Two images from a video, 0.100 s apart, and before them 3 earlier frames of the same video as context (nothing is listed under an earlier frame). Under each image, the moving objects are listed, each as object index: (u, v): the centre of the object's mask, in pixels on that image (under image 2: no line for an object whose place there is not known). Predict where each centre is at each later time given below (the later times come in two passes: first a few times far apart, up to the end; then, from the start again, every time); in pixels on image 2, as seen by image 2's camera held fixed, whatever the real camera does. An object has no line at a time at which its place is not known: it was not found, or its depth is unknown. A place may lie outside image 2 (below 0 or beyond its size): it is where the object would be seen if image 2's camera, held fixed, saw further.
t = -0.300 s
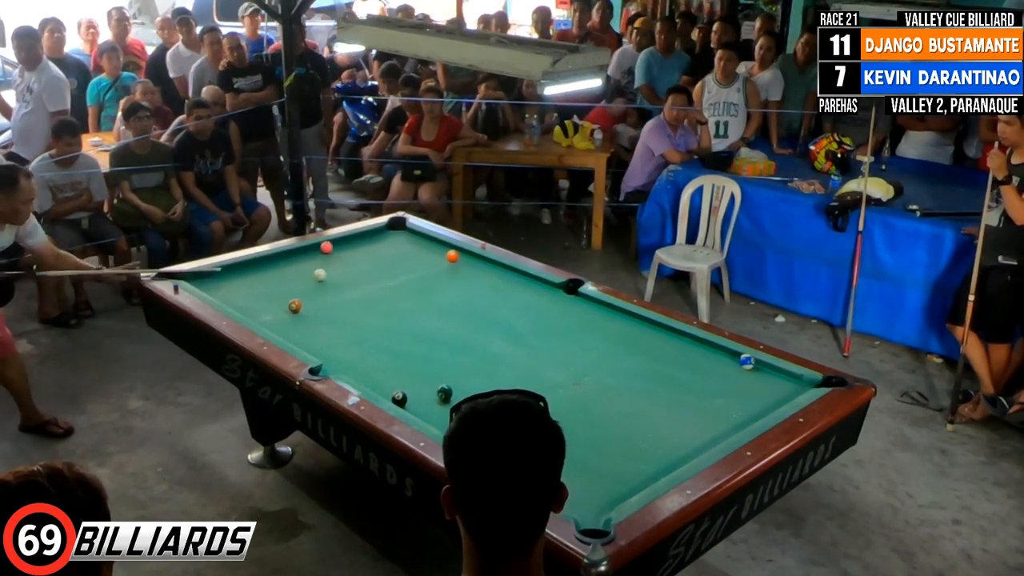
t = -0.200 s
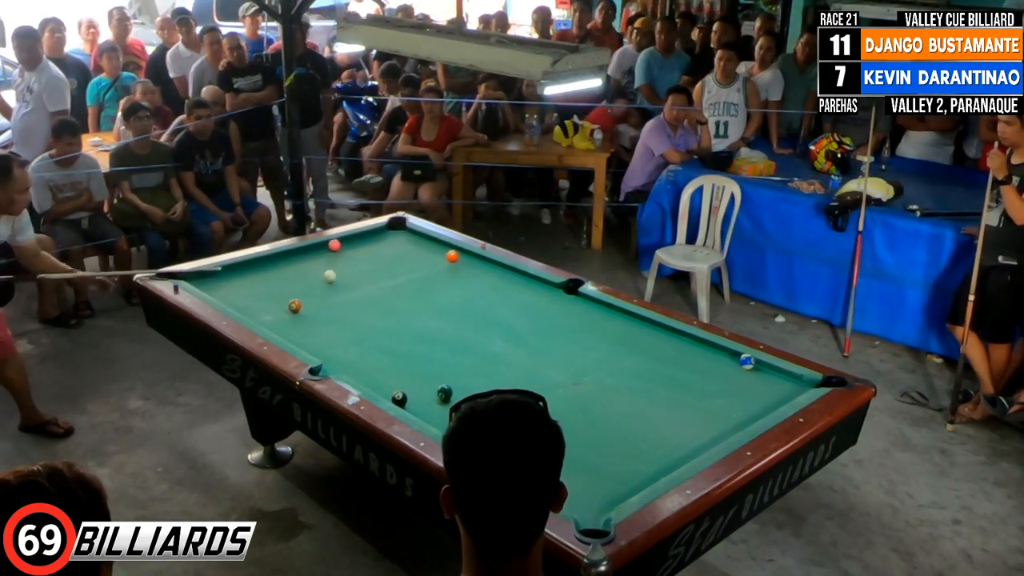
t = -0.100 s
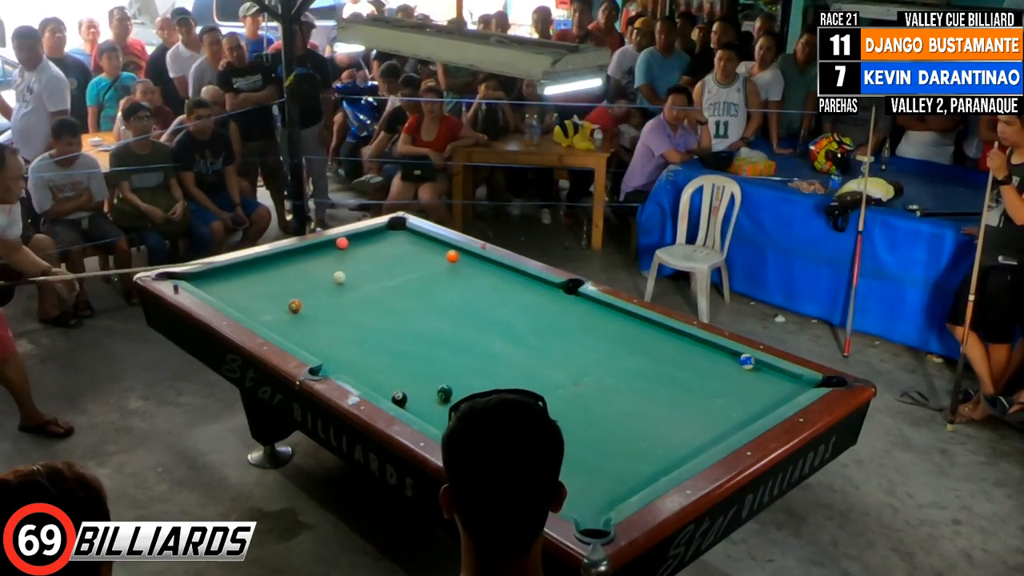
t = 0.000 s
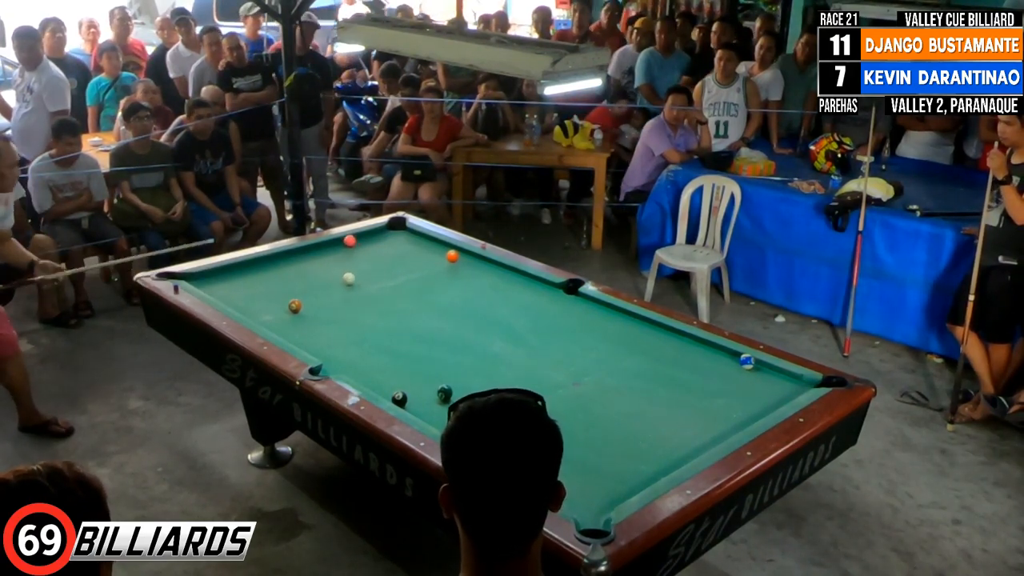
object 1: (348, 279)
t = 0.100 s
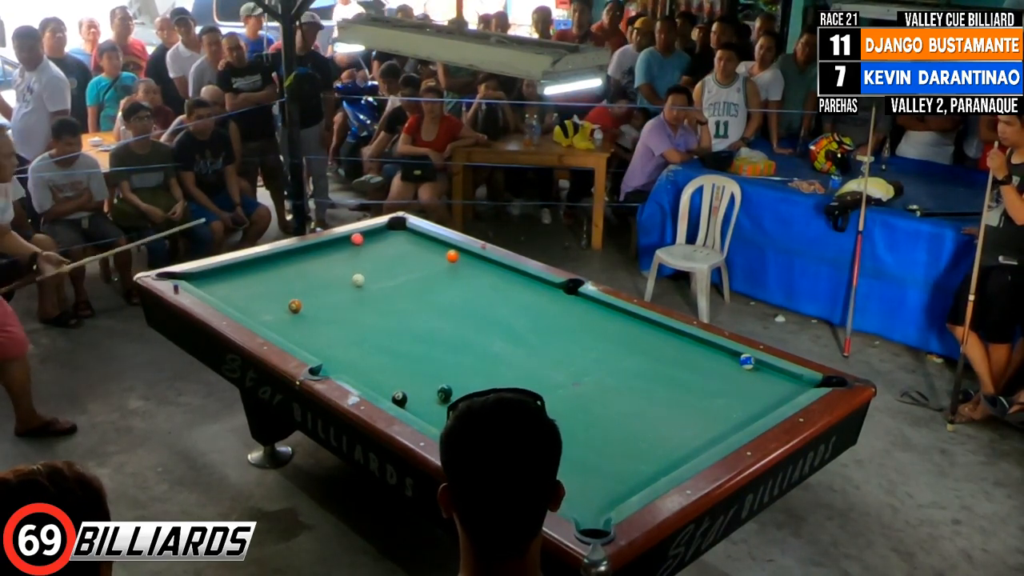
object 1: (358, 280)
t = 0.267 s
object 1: (373, 282)
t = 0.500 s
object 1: (394, 285)
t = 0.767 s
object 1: (418, 288)
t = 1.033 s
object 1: (440, 291)
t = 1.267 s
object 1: (459, 294)
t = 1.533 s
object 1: (480, 297)
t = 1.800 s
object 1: (499, 299)
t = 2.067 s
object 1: (518, 302)
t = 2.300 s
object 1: (533, 304)
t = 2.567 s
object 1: (550, 306)
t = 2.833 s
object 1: (566, 308)
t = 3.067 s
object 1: (578, 310)
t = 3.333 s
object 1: (592, 312)
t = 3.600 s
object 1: (604, 314)
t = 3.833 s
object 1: (613, 315)
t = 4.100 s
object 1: (622, 316)
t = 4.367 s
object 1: (631, 318)
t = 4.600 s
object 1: (636, 319)
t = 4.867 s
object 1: (642, 320)
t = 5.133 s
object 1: (643, 321)
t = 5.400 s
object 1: (643, 321)
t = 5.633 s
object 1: (643, 321)
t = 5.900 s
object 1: (643, 321)
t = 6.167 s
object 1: (643, 321)
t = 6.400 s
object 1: (643, 321)
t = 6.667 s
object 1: (643, 321)
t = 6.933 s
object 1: (643, 321)
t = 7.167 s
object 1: (643, 321)
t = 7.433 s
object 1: (643, 321)
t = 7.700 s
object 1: (643, 321)
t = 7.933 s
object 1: (643, 321)
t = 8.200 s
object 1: (643, 321)
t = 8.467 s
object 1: (643, 321)
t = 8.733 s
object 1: (643, 321)
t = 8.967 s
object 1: (643, 321)
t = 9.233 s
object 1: (643, 321)
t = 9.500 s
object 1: (643, 321)
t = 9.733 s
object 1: (643, 321)
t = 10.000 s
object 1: (643, 321)
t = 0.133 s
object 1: (361, 281)
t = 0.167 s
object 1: (364, 281)
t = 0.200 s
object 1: (367, 281)
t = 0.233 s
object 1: (370, 282)
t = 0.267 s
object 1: (373, 282)
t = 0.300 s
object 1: (376, 283)
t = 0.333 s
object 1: (379, 283)
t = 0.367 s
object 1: (382, 283)
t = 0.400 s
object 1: (385, 284)
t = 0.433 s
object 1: (388, 284)
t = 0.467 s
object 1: (391, 284)
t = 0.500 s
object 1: (394, 285)
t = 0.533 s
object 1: (397, 285)
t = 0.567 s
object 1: (400, 286)
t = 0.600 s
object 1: (403, 286)
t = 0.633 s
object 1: (406, 287)
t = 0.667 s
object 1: (409, 287)
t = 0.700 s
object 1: (412, 288)
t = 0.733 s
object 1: (415, 288)
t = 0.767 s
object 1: (418, 288)
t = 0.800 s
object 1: (421, 289)
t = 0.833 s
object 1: (423, 289)
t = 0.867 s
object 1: (426, 289)
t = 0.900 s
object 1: (429, 290)
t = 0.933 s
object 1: (432, 290)
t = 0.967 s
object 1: (434, 290)
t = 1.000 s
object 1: (437, 291)
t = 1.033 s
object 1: (440, 291)
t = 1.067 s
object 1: (443, 292)
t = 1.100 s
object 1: (445, 292)
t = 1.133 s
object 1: (448, 292)
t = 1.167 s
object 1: (451, 293)
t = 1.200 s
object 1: (454, 293)
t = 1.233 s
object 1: (456, 293)
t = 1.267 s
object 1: (459, 294)
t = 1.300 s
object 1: (462, 294)
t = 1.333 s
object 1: (464, 295)
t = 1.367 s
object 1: (467, 295)
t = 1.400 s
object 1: (469, 295)
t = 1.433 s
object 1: (472, 296)
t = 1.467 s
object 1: (475, 296)
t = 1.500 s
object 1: (477, 296)
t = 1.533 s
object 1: (480, 297)
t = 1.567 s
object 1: (482, 297)
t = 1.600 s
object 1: (485, 298)
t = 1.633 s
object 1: (487, 298)
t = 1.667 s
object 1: (490, 298)
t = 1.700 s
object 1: (492, 298)
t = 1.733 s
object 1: (495, 299)
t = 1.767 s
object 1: (497, 299)
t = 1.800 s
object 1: (499, 299)
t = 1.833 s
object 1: (502, 300)
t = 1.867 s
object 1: (504, 300)
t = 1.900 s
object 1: (506, 300)
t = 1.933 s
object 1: (509, 300)
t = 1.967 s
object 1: (511, 301)
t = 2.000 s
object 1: (513, 301)
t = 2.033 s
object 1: (516, 302)
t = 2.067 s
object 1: (518, 302)
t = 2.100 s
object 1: (520, 302)
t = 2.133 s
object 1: (522, 302)
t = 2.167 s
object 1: (525, 303)
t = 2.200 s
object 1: (527, 303)
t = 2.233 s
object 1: (529, 303)
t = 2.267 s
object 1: (531, 303)
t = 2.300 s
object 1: (533, 304)
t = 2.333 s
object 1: (536, 304)
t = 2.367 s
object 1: (538, 304)
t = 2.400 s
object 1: (540, 305)
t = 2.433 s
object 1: (542, 305)
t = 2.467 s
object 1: (544, 305)
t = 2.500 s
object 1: (546, 306)
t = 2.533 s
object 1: (548, 306)
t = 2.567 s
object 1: (550, 306)
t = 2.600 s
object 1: (552, 306)
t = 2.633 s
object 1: (554, 307)
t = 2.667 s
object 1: (556, 307)
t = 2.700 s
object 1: (558, 307)
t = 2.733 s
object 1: (560, 308)
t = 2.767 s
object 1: (562, 308)
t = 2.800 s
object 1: (564, 308)
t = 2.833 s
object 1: (566, 308)
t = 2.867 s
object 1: (568, 309)
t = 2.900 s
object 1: (570, 309)
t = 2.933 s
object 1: (571, 309)
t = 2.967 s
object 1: (573, 309)
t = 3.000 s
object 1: (575, 309)
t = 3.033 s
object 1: (577, 310)
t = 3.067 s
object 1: (578, 310)
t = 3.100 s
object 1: (580, 310)
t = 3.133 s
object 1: (582, 311)
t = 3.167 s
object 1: (584, 311)
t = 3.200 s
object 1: (585, 311)
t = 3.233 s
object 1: (587, 311)
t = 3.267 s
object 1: (589, 312)
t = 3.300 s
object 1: (590, 312)
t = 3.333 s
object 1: (592, 312)
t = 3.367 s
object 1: (593, 312)
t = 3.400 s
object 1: (595, 313)
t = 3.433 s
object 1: (596, 313)
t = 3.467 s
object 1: (598, 313)
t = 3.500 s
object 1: (599, 313)
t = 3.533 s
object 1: (601, 313)
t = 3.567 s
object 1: (602, 314)
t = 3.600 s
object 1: (604, 314)
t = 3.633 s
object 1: (605, 314)
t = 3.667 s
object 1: (606, 314)
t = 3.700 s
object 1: (608, 315)
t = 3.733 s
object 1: (609, 315)
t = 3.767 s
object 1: (610, 315)
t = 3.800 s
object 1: (612, 315)
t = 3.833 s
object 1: (613, 315)
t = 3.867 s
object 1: (614, 315)
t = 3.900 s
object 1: (615, 316)
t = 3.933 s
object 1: (616, 316)
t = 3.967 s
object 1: (618, 316)
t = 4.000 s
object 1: (619, 316)
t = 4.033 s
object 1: (620, 316)
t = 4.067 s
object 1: (621, 316)
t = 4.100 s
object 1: (622, 316)
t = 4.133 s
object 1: (623, 317)
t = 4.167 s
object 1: (625, 317)
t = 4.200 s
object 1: (626, 317)
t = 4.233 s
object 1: (627, 317)
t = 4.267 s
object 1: (628, 317)
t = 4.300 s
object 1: (629, 317)
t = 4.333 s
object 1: (630, 318)
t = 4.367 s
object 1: (631, 318)
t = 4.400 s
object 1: (631, 318)
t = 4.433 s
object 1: (632, 318)
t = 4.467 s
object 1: (633, 318)
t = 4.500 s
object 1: (634, 318)
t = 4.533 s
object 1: (635, 318)
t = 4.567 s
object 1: (636, 319)
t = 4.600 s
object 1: (636, 319)
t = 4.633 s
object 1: (637, 319)
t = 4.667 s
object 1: (638, 319)
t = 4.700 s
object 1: (639, 319)
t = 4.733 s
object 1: (639, 319)
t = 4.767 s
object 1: (640, 319)
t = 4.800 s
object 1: (641, 319)
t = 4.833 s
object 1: (641, 320)
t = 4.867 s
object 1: (642, 320)
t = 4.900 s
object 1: (642, 320)
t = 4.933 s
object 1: (642, 320)
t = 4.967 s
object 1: (642, 320)
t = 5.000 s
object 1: (642, 320)
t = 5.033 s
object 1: (643, 321)
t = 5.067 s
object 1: (643, 321)
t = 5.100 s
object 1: (643, 321)
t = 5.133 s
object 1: (643, 321)
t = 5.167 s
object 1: (643, 321)
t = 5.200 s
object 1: (643, 321)
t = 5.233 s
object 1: (643, 321)
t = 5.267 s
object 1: (643, 321)
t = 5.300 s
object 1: (643, 321)
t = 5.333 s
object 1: (643, 321)
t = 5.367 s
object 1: (643, 321)
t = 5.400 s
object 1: (643, 321)
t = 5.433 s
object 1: (644, 321)
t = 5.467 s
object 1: (643, 321)
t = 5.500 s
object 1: (643, 321)
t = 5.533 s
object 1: (643, 321)
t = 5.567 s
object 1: (644, 321)
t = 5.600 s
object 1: (643, 321)
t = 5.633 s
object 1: (643, 321)
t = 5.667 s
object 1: (643, 321)
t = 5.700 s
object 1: (643, 321)
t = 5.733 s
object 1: (643, 321)
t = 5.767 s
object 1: (643, 321)
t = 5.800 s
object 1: (643, 321)
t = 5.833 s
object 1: (643, 321)
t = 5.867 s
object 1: (643, 321)
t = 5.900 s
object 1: (643, 321)
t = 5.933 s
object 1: (643, 321)
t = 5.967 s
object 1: (643, 321)
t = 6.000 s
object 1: (643, 321)
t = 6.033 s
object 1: (643, 321)
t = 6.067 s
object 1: (643, 321)
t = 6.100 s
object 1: (643, 321)
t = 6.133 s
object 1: (643, 321)
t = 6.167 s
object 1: (643, 321)
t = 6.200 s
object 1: (643, 321)
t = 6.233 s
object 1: (643, 321)
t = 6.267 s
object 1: (643, 321)
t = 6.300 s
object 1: (643, 321)
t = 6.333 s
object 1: (643, 321)
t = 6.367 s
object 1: (643, 321)
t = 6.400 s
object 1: (643, 321)
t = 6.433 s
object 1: (643, 321)
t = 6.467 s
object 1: (643, 321)
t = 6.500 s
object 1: (643, 321)
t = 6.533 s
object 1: (643, 321)
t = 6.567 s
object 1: (643, 321)
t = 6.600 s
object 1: (643, 321)
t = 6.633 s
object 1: (643, 321)
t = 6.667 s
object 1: (643, 321)
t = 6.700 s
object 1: (643, 321)
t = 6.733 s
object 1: (643, 321)
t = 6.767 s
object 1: (643, 321)
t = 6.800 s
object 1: (643, 321)
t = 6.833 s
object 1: (643, 321)
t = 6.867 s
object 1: (643, 321)
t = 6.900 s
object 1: (643, 321)
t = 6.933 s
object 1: (643, 321)
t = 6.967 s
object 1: (643, 321)
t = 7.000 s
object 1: (643, 321)
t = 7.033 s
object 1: (643, 321)
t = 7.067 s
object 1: (643, 321)
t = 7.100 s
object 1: (643, 321)
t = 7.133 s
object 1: (643, 321)
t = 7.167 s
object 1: (643, 321)
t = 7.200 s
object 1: (643, 321)
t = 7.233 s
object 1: (643, 321)
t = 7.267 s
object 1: (643, 321)
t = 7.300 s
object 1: (643, 321)
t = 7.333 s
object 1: (643, 321)
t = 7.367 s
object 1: (643, 321)
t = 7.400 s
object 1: (643, 321)
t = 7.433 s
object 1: (643, 321)
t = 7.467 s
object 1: (643, 321)
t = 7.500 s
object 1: (643, 321)
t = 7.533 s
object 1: (643, 321)
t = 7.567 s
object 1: (643, 321)
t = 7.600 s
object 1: (643, 321)
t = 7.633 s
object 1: (643, 321)
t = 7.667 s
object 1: (643, 321)
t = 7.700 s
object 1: (643, 321)
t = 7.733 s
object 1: (643, 321)
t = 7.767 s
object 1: (643, 321)
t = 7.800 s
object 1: (643, 321)
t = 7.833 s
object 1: (643, 321)
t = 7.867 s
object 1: (643, 321)
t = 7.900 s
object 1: (643, 321)
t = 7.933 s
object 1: (643, 321)
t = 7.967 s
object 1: (643, 321)
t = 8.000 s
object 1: (643, 321)
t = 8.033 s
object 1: (643, 321)
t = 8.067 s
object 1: (643, 321)
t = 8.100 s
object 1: (643, 321)
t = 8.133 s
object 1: (643, 321)
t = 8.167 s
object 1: (643, 321)
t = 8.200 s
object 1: (643, 321)
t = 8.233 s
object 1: (643, 321)
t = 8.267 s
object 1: (643, 321)
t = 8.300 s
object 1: (643, 321)
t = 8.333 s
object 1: (643, 321)
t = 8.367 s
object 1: (643, 321)
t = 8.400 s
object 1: (643, 321)
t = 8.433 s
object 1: (643, 321)
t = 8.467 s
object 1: (643, 321)
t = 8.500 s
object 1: (643, 321)
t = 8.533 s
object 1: (643, 321)
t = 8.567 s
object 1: (643, 321)
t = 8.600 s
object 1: (643, 321)
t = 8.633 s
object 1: (643, 321)
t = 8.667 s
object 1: (643, 321)
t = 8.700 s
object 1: (643, 321)
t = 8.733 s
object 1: (643, 321)
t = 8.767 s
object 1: (643, 321)
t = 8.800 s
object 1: (643, 321)
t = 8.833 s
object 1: (643, 321)
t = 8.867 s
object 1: (643, 321)
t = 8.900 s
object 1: (643, 321)
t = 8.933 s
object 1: (643, 321)
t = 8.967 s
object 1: (643, 321)
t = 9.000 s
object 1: (643, 321)
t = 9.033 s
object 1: (643, 321)
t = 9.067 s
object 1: (643, 321)
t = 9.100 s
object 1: (643, 321)
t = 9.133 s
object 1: (643, 321)
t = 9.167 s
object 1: (643, 321)
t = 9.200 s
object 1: (643, 321)
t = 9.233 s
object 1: (643, 321)
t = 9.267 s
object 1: (643, 321)
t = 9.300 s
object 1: (643, 321)
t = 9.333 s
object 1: (643, 321)
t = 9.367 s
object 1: (643, 321)
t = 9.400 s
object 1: (643, 321)
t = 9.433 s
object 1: (643, 321)
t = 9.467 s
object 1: (643, 321)
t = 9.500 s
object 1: (643, 321)
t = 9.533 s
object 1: (643, 321)
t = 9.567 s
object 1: (643, 321)
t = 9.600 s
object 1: (643, 321)
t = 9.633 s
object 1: (643, 321)
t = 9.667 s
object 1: (643, 321)
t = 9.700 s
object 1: (643, 321)
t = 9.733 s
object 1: (643, 321)
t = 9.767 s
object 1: (643, 321)
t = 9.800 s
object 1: (643, 321)
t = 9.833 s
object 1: (643, 321)
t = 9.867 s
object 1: (643, 321)
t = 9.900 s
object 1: (643, 321)
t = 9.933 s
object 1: (643, 321)
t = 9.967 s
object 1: (643, 321)
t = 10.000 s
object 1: (643, 321)
